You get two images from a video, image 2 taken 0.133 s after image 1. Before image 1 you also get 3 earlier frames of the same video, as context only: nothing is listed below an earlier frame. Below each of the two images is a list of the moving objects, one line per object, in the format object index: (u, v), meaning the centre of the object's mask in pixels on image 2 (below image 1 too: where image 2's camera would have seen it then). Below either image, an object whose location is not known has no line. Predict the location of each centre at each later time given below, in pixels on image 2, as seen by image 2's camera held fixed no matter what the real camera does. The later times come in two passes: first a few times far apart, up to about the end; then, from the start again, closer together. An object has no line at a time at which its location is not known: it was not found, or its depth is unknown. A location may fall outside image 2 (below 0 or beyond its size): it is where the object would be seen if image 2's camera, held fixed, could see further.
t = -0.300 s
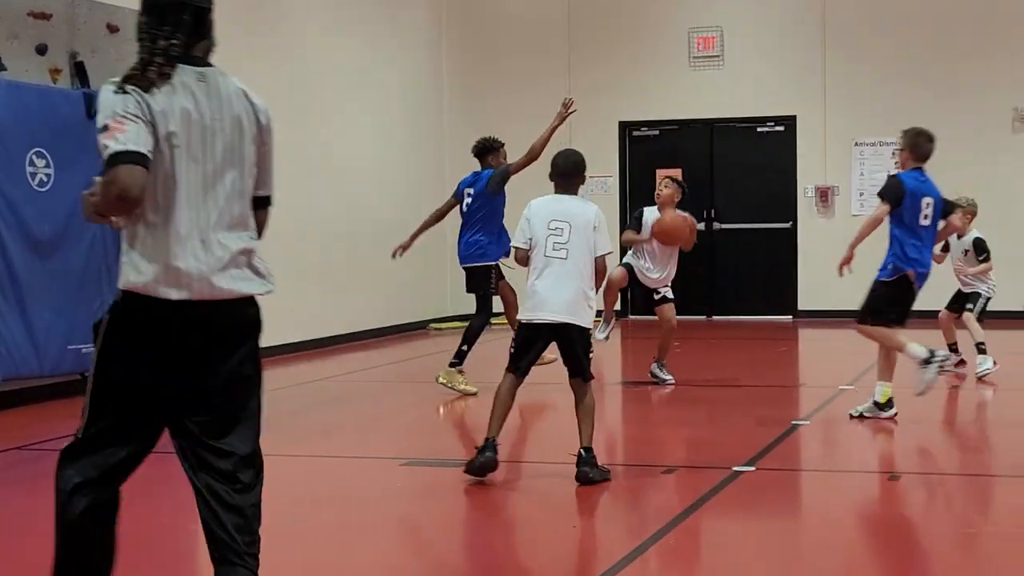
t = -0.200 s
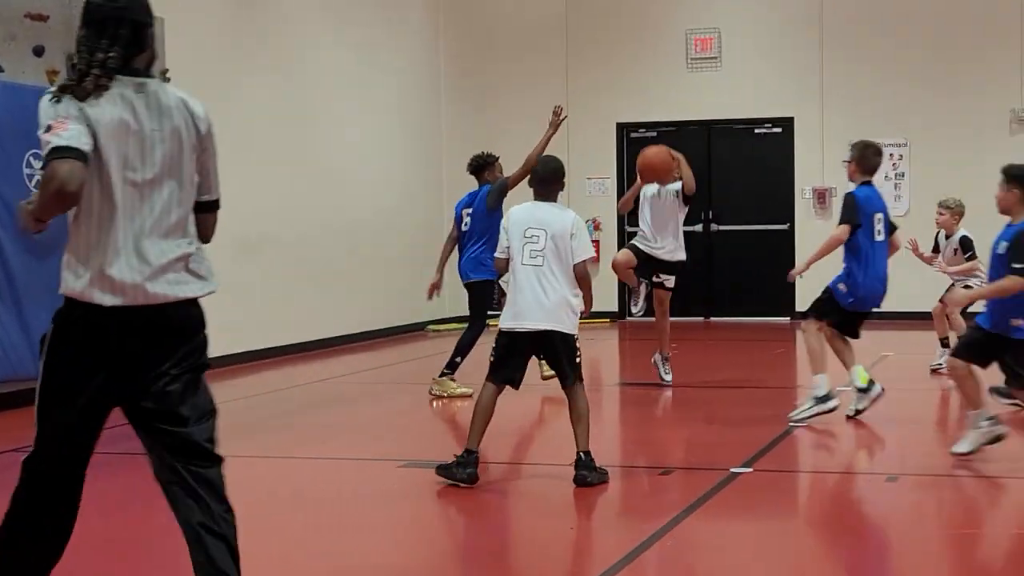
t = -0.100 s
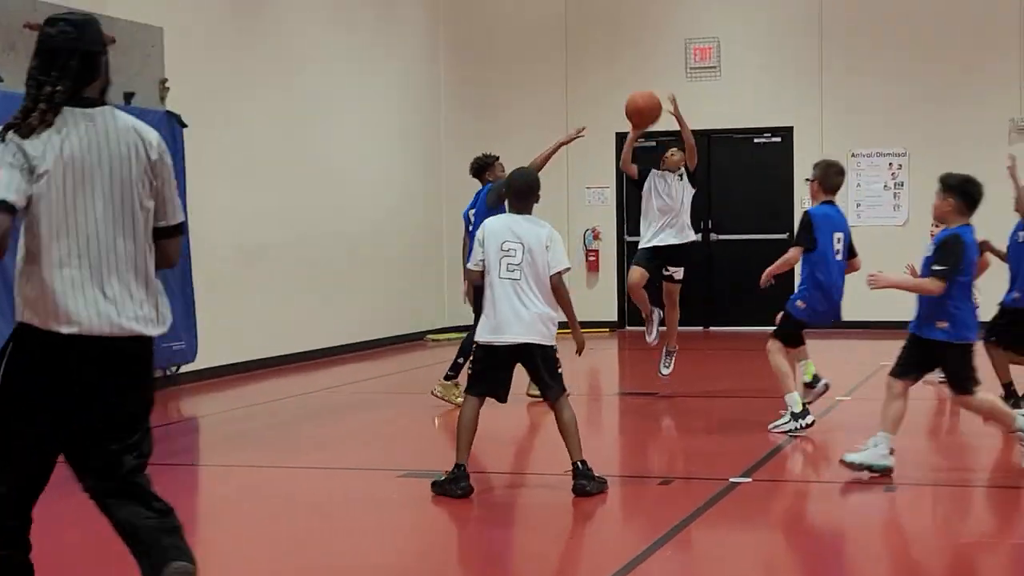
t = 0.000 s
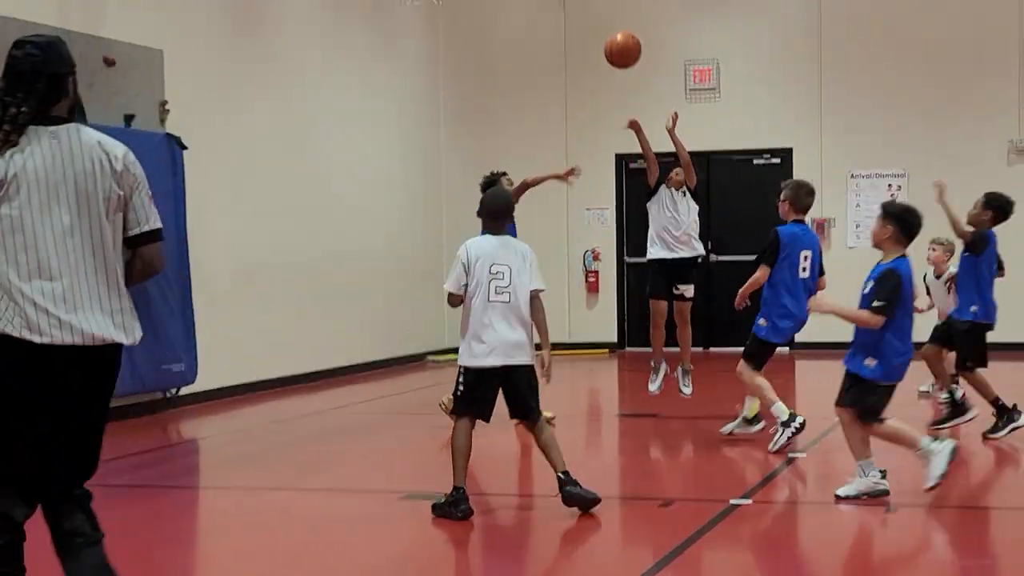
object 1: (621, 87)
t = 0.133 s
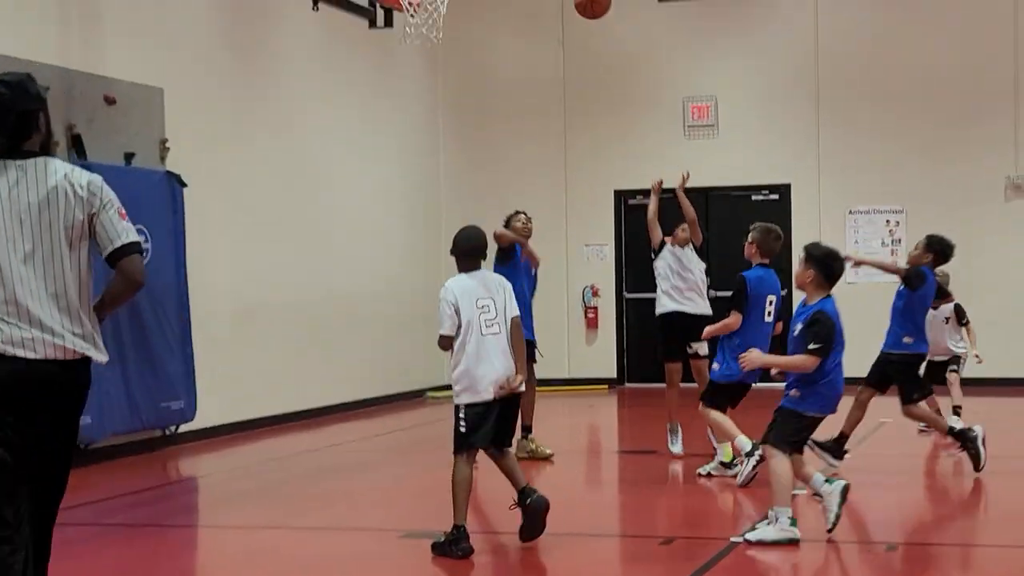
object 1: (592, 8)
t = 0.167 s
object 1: (585, -6)
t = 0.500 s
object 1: (515, -93)
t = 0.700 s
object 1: (469, -78)
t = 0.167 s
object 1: (585, -6)
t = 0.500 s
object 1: (515, -93)
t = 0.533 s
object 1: (509, -94)
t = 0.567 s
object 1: (501, -93)
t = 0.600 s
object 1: (493, -92)
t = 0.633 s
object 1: (486, -89)
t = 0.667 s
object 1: (476, -85)
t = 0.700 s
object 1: (469, -78)
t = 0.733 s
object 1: (461, -66)
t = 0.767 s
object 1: (454, -53)
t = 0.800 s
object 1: (448, -59)
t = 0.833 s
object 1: (441, -64)
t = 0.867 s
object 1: (434, -66)
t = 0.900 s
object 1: (427, -67)
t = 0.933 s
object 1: (420, -66)
